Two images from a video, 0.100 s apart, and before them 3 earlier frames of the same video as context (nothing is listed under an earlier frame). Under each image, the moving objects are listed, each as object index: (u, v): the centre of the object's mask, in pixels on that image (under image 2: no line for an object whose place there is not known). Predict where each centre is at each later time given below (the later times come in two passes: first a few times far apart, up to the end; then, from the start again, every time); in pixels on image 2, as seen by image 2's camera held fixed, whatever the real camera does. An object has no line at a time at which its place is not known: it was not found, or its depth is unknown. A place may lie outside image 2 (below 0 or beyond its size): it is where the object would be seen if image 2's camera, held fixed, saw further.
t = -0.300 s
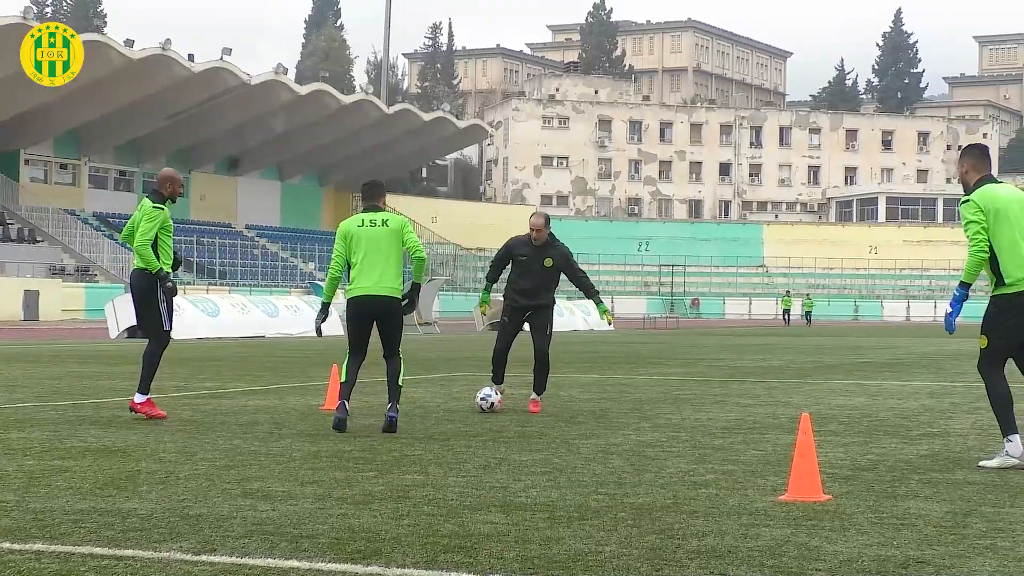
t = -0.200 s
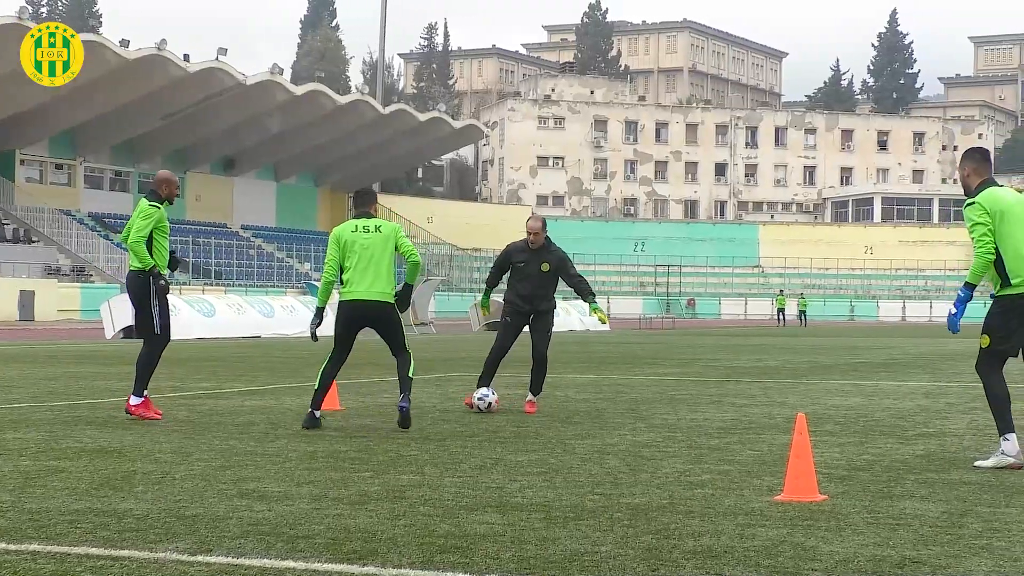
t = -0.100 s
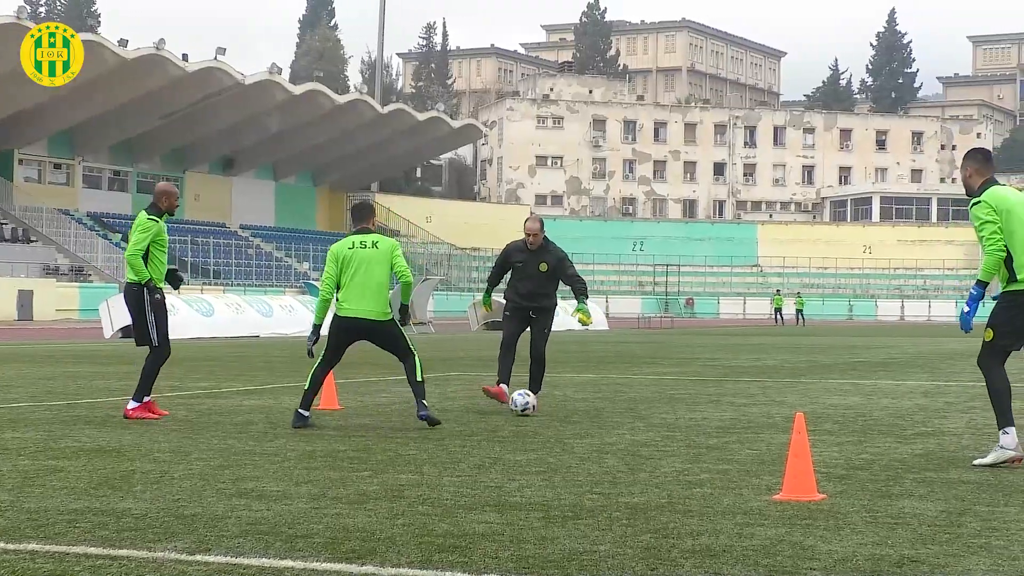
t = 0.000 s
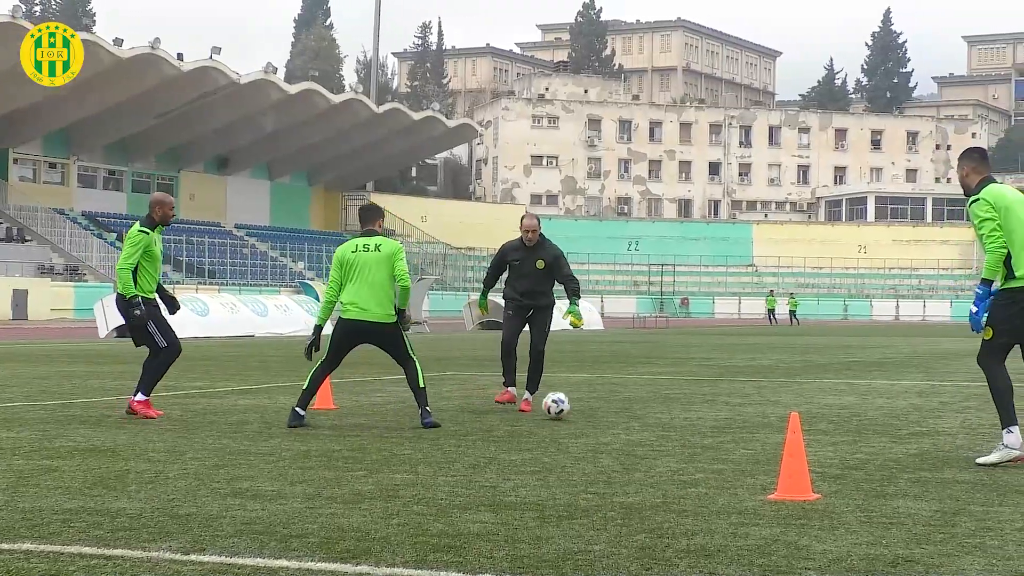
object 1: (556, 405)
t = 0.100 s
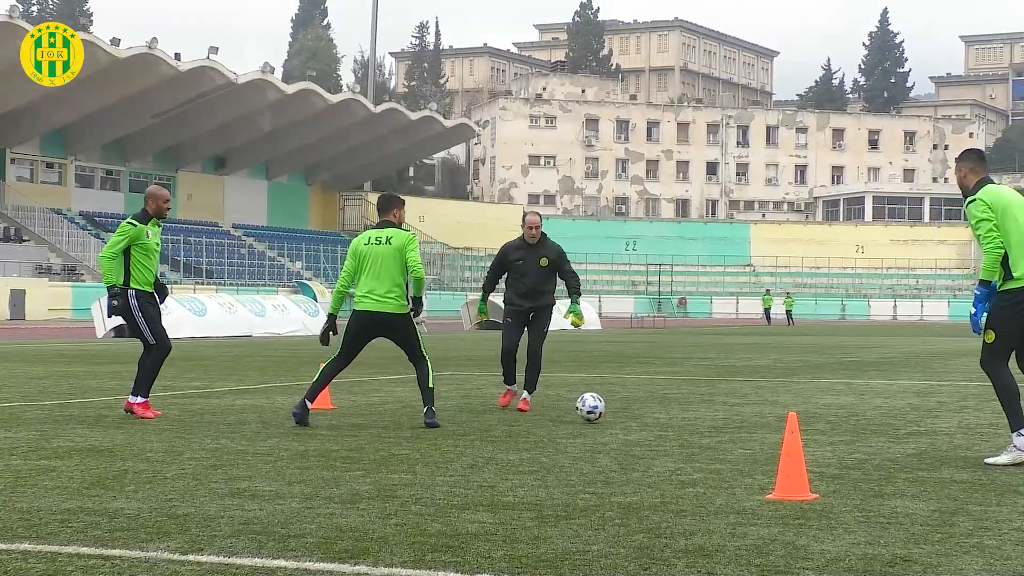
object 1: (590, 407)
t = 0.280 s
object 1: (649, 411)
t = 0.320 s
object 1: (662, 415)
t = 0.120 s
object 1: (598, 408)
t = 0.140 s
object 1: (605, 409)
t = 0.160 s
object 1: (612, 410)
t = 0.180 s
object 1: (619, 412)
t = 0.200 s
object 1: (625, 411)
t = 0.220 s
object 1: (631, 410)
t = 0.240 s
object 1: (637, 410)
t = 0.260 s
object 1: (643, 411)
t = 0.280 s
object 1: (649, 411)
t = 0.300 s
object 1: (656, 413)
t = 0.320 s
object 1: (662, 415)
